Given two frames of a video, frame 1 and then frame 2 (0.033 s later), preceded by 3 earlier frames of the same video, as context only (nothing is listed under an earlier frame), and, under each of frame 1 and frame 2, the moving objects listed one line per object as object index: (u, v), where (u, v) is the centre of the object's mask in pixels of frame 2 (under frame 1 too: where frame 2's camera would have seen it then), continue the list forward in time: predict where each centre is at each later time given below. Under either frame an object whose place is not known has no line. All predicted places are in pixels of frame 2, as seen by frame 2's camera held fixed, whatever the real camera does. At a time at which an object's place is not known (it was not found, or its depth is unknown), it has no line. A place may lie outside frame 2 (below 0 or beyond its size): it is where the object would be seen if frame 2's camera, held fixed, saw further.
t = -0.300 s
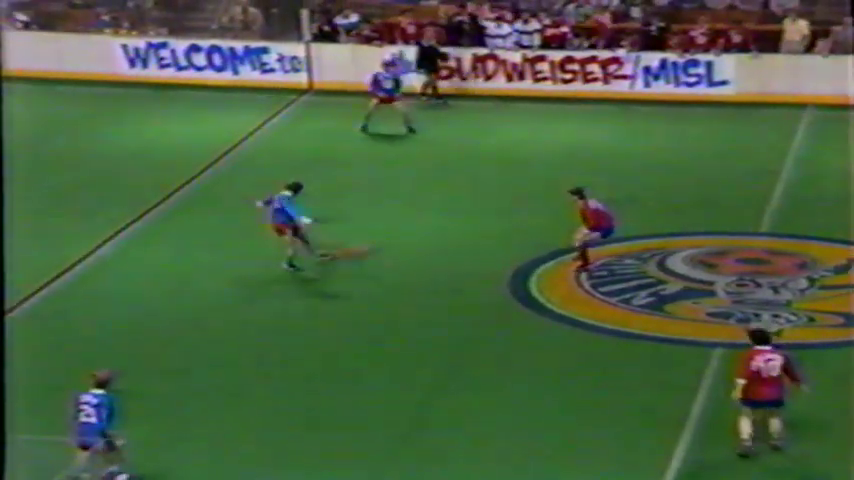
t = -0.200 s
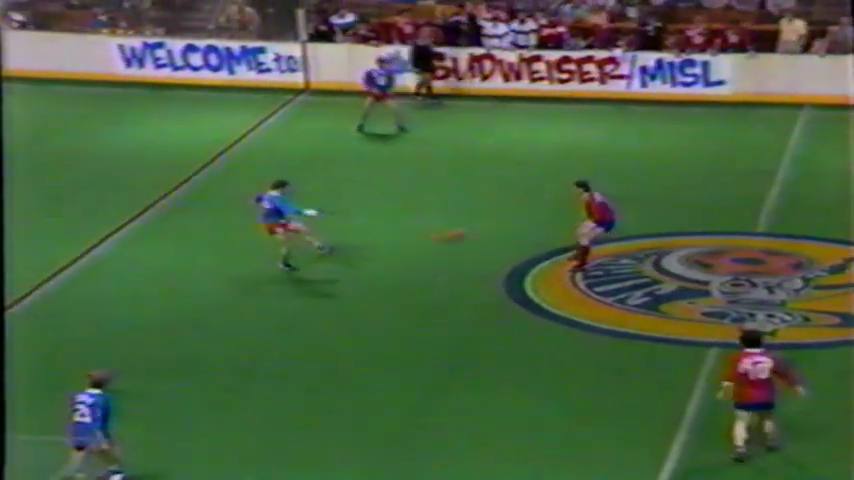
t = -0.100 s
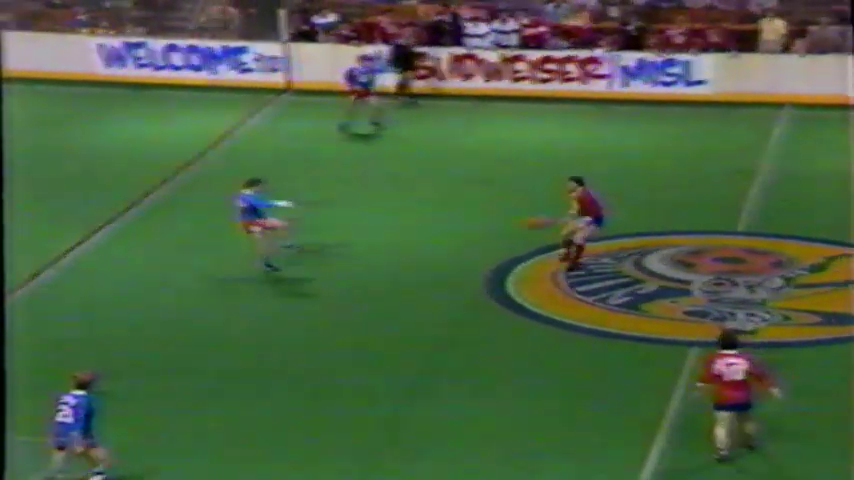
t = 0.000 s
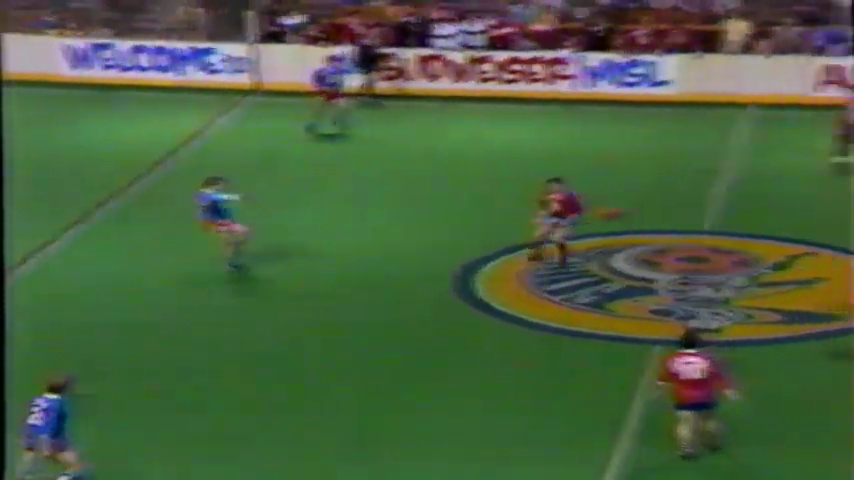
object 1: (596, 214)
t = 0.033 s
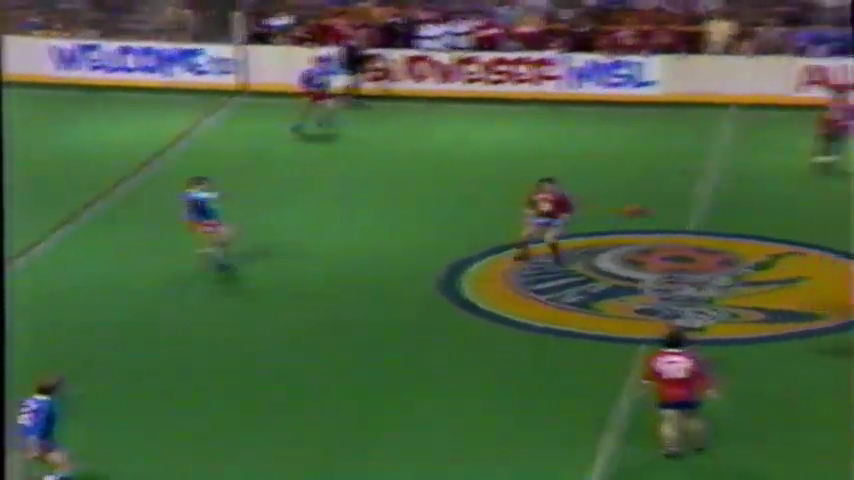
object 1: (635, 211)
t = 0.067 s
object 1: (670, 208)
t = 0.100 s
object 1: (707, 207)
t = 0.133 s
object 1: (744, 205)
